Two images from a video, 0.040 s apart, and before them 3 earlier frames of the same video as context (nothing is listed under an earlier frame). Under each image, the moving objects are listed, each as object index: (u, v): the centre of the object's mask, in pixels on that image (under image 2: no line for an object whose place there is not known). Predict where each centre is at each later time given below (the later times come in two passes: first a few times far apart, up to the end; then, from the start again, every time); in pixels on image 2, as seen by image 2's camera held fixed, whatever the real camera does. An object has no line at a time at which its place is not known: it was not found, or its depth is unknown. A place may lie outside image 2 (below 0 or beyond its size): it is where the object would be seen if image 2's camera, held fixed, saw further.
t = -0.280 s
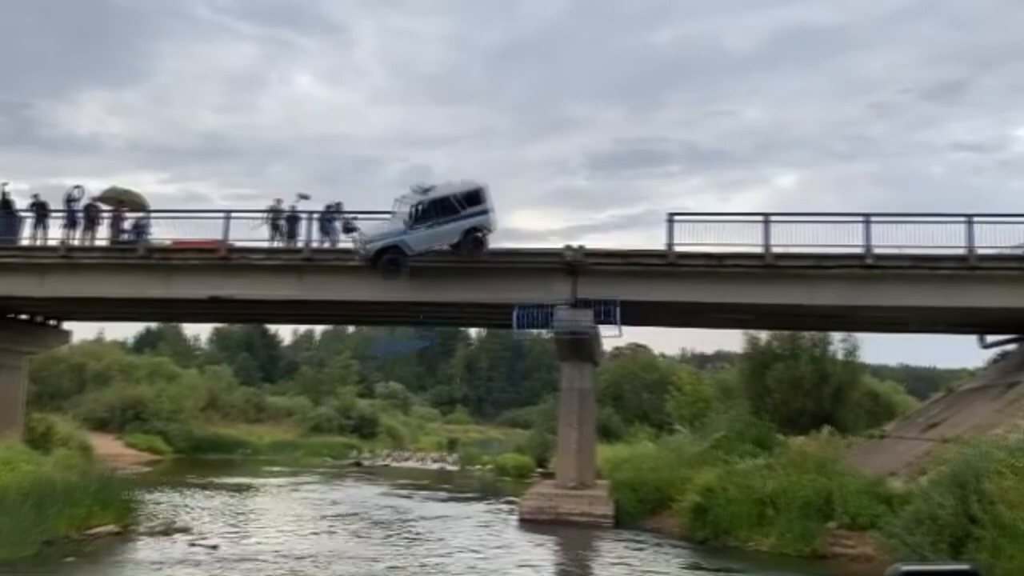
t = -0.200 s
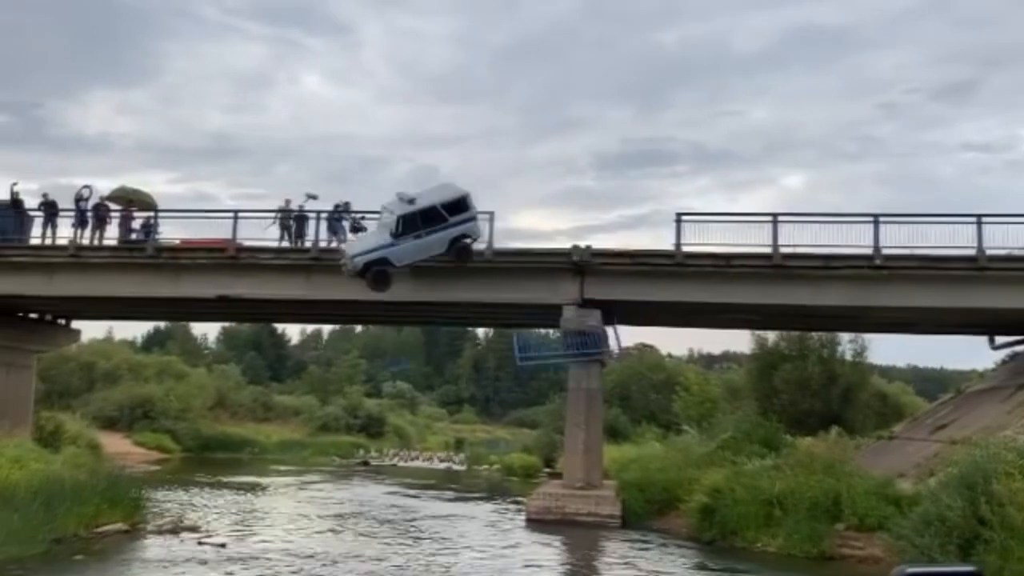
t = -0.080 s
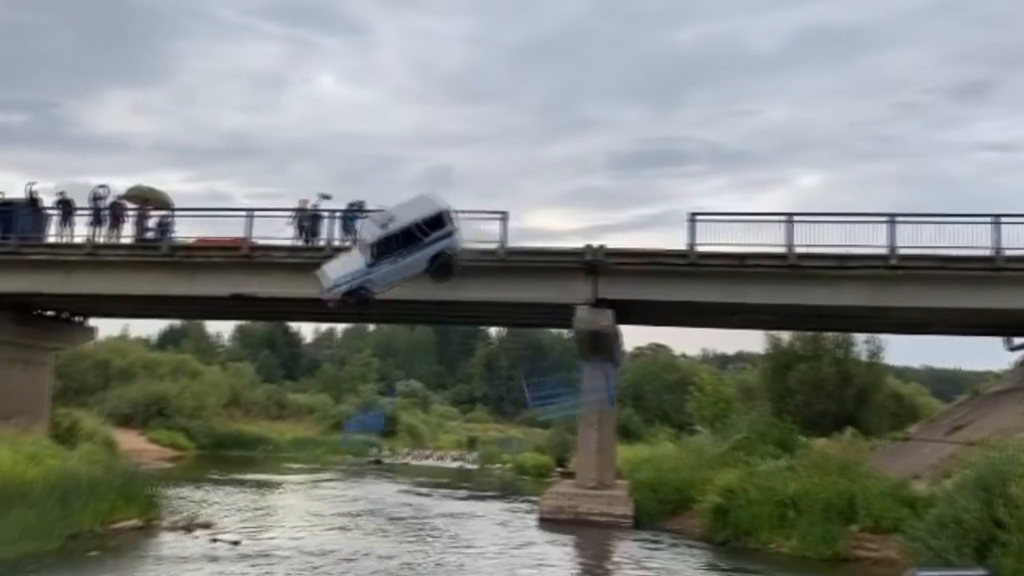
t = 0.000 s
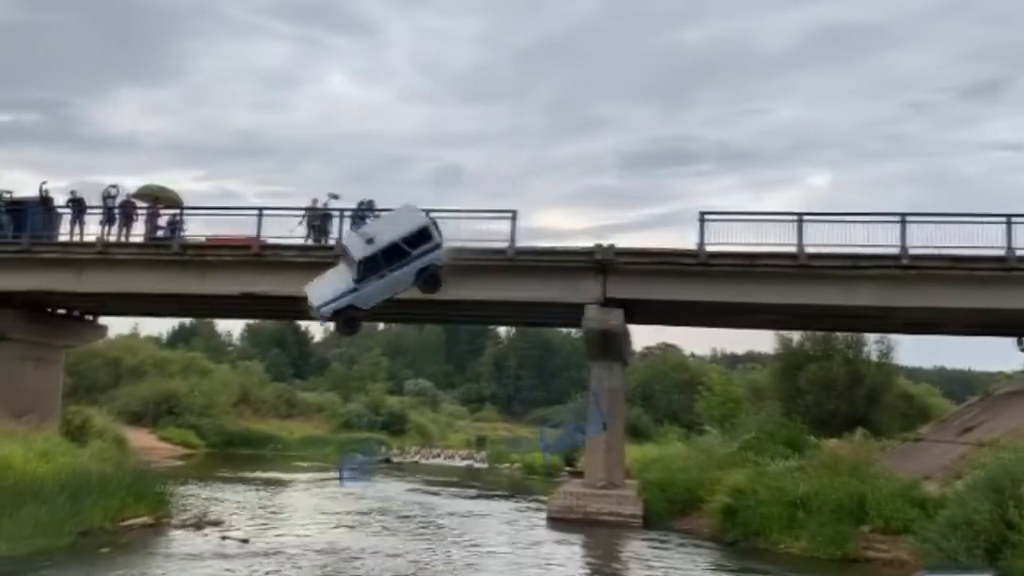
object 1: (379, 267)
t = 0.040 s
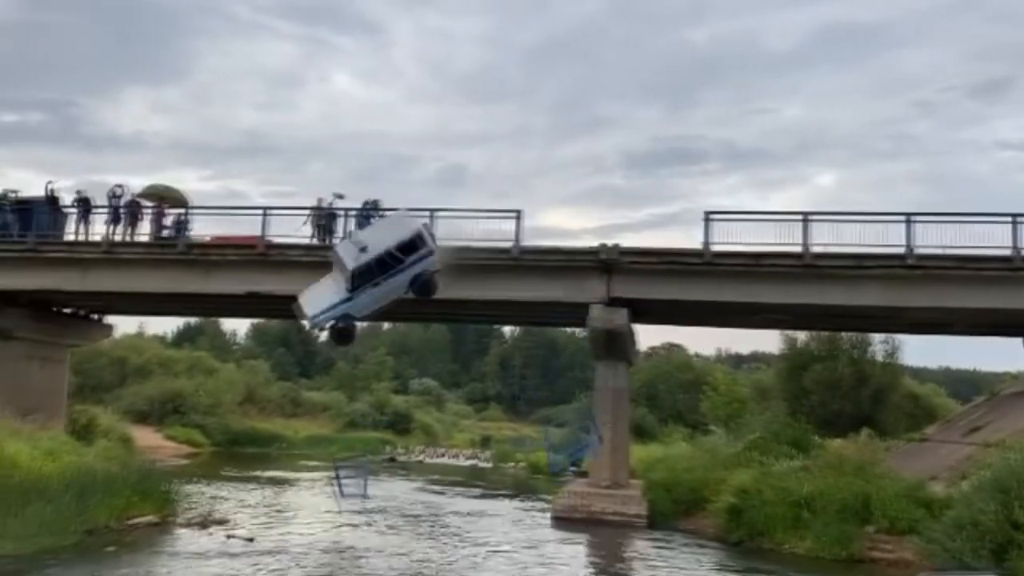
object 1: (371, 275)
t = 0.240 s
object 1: (308, 333)
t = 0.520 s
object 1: (215, 439)
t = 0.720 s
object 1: (180, 455)
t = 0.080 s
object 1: (359, 285)
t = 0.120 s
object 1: (344, 298)
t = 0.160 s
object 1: (331, 310)
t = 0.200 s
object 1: (321, 321)
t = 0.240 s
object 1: (308, 333)
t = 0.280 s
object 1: (294, 347)
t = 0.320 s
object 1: (281, 362)
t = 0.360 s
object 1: (268, 374)
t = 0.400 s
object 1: (253, 393)
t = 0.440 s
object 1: (240, 409)
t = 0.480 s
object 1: (227, 425)
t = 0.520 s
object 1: (215, 439)
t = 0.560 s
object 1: (207, 445)
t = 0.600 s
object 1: (201, 448)
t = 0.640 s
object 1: (193, 449)
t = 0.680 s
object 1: (187, 450)
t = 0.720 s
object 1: (180, 455)
